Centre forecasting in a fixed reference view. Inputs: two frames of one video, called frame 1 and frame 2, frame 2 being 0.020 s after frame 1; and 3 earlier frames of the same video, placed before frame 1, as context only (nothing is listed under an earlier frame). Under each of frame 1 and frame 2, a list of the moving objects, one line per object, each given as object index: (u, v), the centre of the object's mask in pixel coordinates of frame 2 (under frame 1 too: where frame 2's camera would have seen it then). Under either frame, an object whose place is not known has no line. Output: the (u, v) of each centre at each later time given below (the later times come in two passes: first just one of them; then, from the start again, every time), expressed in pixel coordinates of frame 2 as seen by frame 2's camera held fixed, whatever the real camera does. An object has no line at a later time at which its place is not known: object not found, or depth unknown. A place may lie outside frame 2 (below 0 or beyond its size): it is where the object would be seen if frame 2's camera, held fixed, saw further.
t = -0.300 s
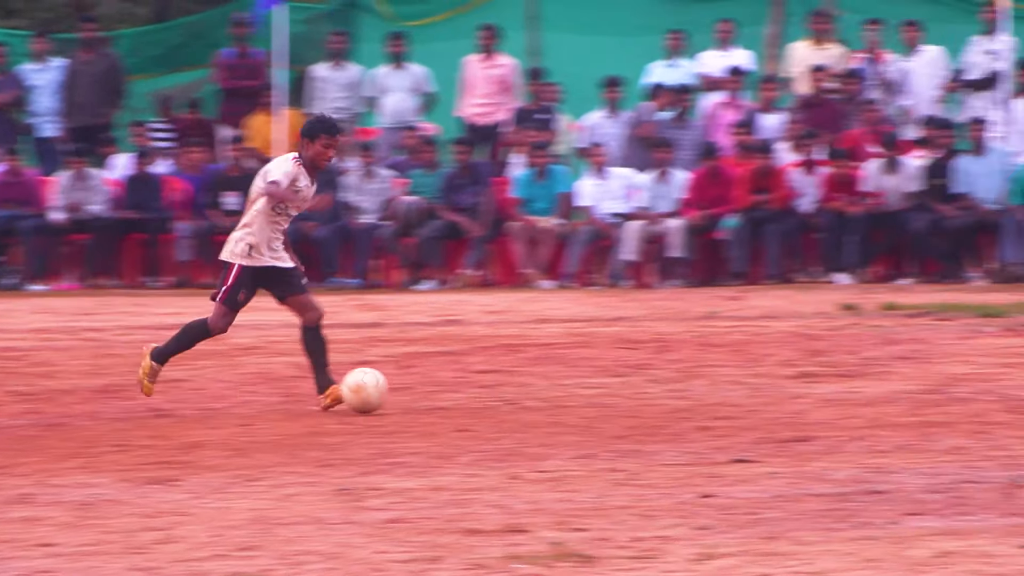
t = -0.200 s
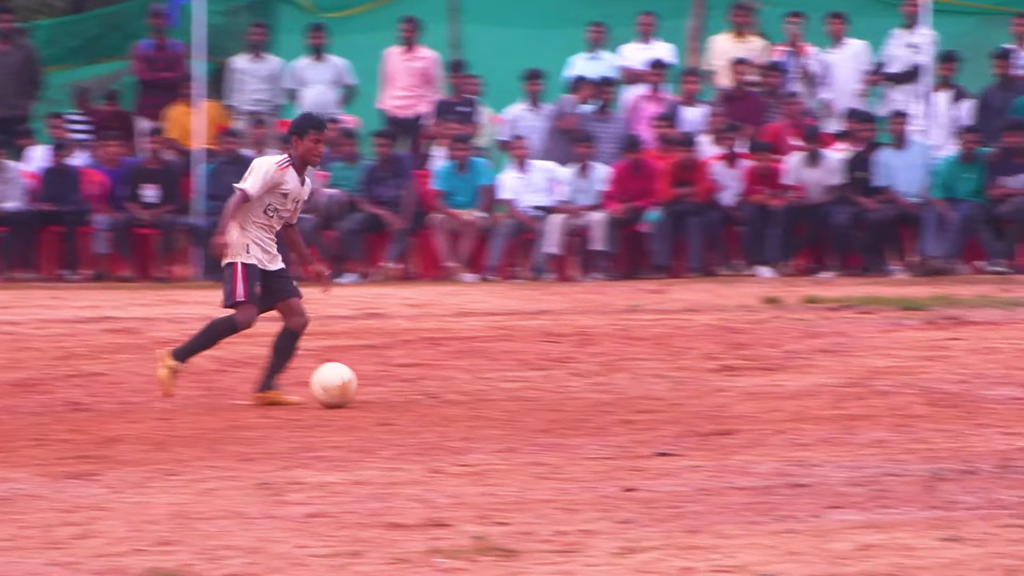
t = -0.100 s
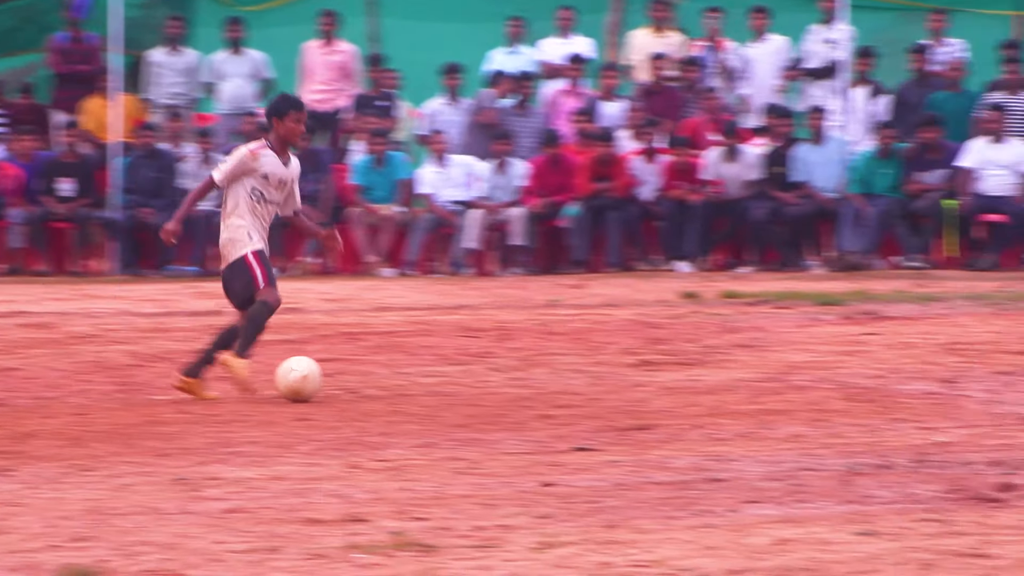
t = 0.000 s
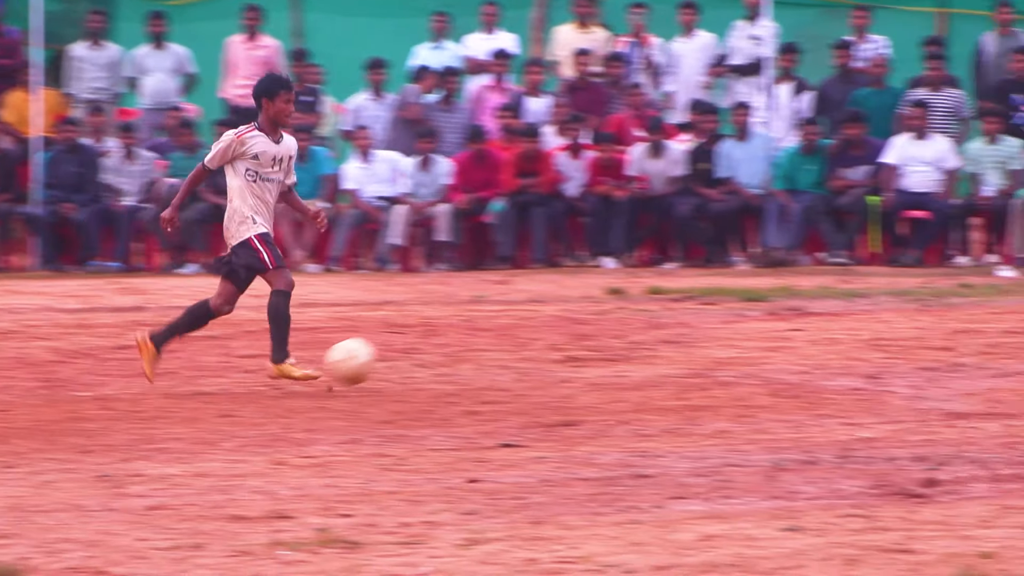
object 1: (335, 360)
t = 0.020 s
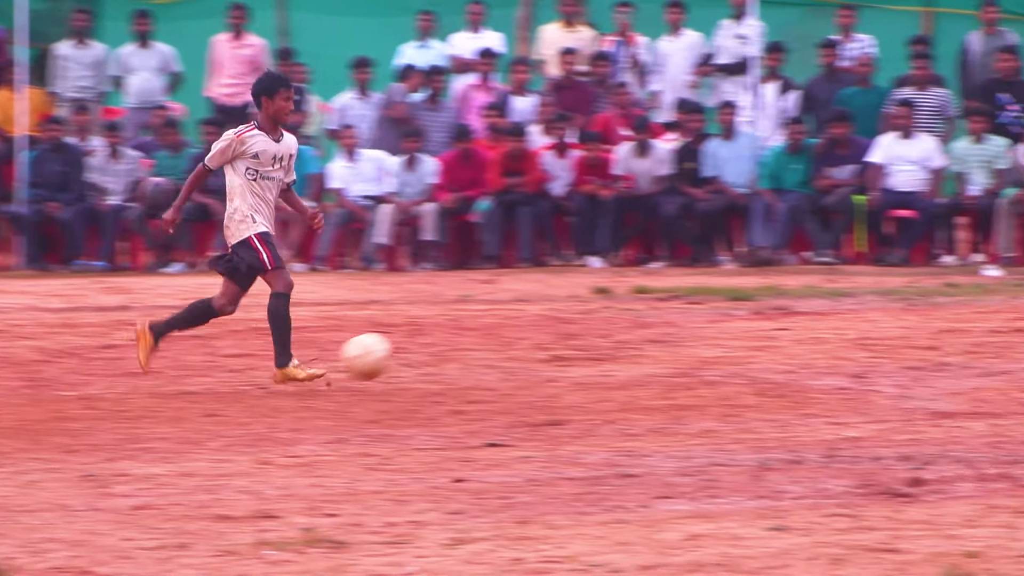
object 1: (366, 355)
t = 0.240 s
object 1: (686, 360)
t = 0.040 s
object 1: (396, 352)
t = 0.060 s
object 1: (425, 349)
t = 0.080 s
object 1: (455, 347)
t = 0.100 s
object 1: (484, 345)
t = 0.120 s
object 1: (514, 344)
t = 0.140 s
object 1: (542, 344)
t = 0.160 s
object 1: (571, 346)
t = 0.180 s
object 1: (600, 348)
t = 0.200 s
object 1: (629, 352)
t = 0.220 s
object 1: (657, 355)
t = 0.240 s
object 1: (686, 360)
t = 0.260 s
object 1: (713, 362)
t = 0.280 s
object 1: (734, 357)
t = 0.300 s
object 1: (754, 353)
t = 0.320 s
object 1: (774, 350)
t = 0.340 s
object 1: (794, 348)
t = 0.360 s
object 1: (815, 346)
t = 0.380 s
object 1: (835, 345)
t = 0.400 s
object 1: (855, 345)
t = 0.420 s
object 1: (875, 346)
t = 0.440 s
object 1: (896, 347)
